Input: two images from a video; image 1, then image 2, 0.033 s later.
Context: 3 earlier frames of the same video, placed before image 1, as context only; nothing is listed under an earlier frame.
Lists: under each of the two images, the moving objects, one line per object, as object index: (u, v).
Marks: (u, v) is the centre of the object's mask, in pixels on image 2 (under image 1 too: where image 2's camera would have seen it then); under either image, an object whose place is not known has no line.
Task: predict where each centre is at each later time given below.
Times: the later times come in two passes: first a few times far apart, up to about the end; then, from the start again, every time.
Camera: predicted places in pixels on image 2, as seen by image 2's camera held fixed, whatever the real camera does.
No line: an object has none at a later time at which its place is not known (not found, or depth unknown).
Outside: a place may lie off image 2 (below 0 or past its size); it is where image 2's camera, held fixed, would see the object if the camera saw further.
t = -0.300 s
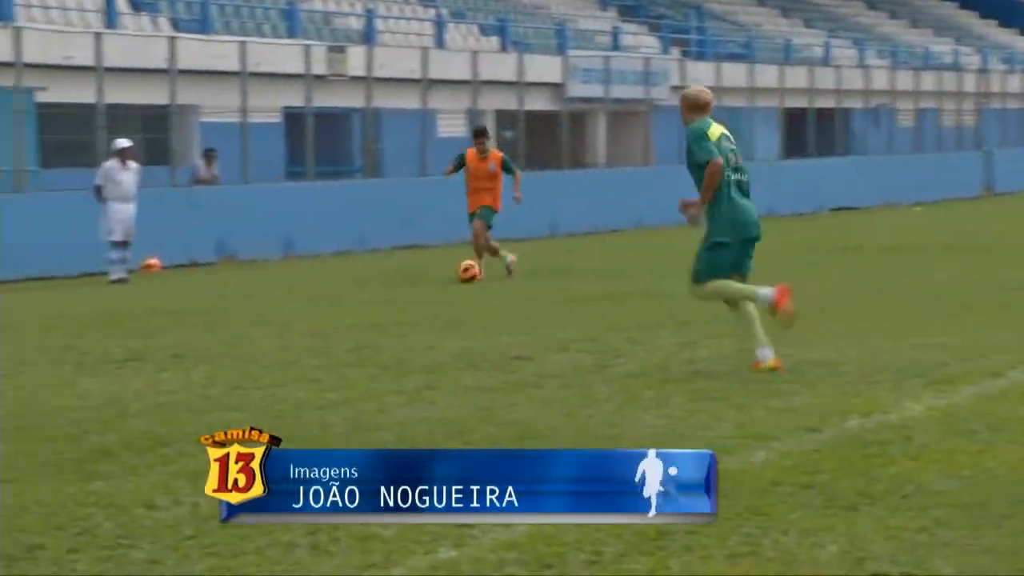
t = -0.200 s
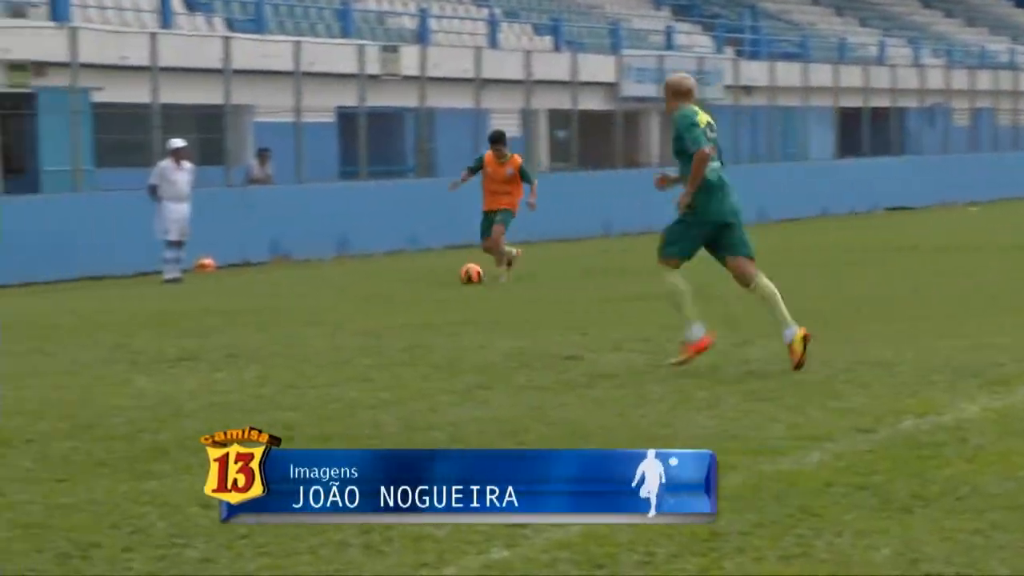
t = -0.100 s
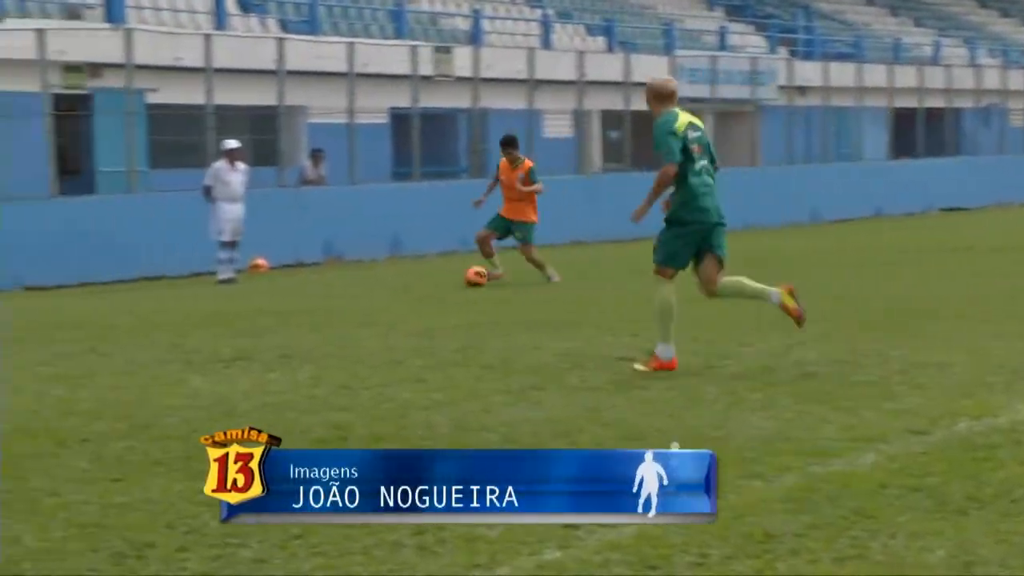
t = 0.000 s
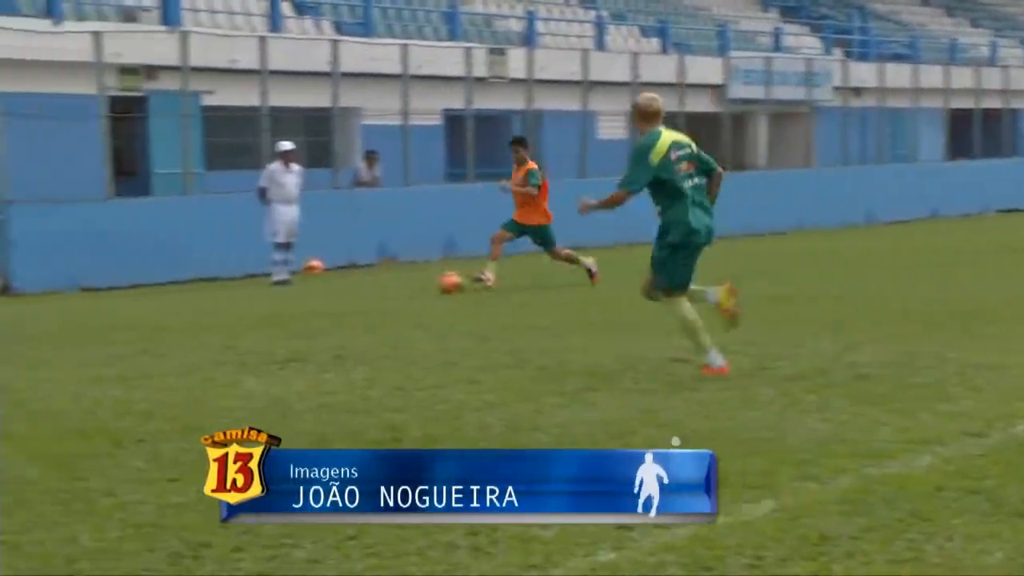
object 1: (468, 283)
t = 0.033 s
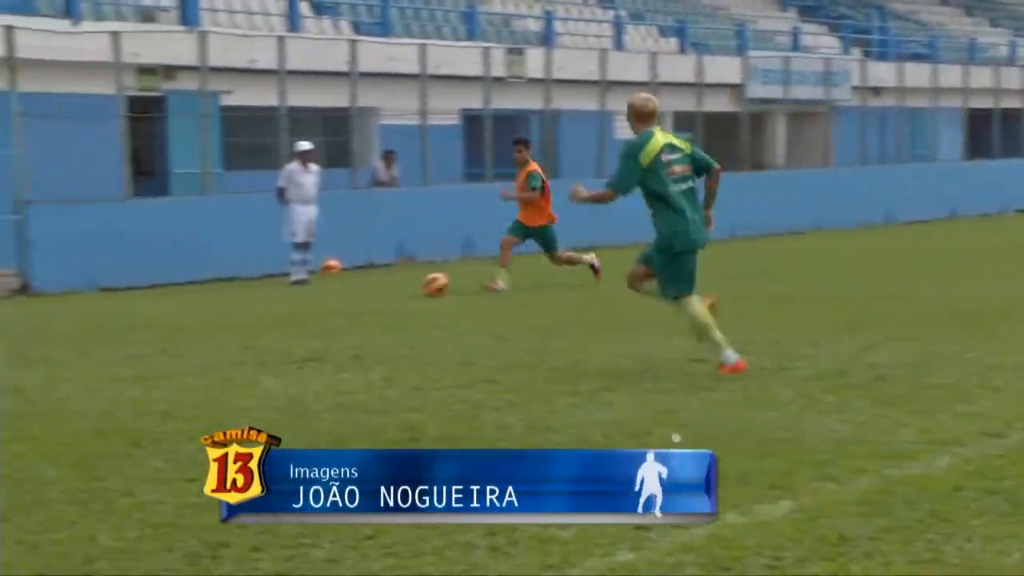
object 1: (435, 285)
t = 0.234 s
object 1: (230, 300)
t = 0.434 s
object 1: (25, 314)
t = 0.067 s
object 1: (403, 287)
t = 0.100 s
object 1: (369, 290)
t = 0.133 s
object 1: (334, 293)
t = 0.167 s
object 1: (299, 295)
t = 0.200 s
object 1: (265, 297)
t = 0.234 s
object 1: (230, 300)
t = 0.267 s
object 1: (197, 302)
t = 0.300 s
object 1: (162, 305)
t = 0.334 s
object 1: (126, 308)
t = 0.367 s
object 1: (92, 310)
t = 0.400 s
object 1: (59, 312)
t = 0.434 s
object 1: (25, 314)
